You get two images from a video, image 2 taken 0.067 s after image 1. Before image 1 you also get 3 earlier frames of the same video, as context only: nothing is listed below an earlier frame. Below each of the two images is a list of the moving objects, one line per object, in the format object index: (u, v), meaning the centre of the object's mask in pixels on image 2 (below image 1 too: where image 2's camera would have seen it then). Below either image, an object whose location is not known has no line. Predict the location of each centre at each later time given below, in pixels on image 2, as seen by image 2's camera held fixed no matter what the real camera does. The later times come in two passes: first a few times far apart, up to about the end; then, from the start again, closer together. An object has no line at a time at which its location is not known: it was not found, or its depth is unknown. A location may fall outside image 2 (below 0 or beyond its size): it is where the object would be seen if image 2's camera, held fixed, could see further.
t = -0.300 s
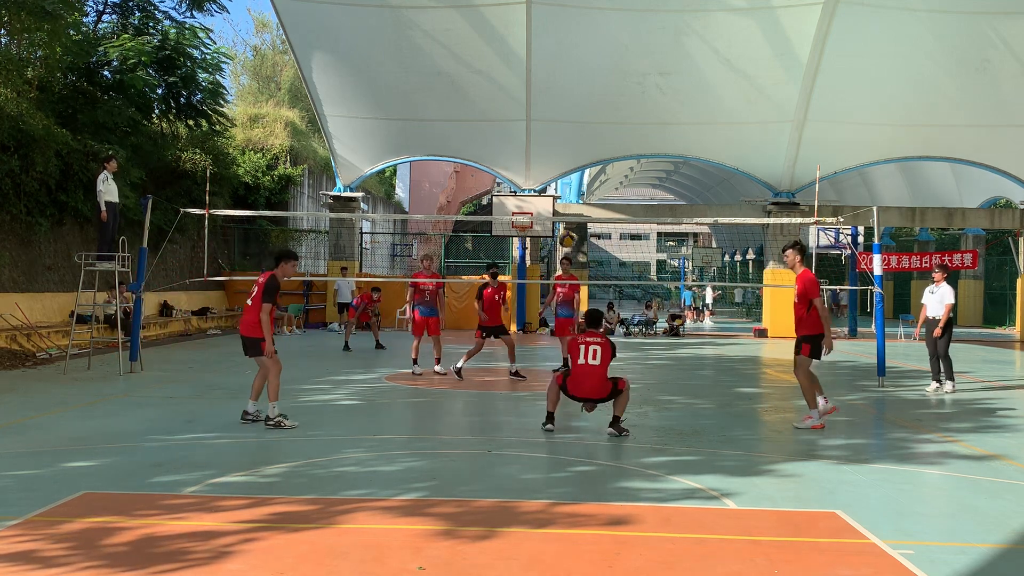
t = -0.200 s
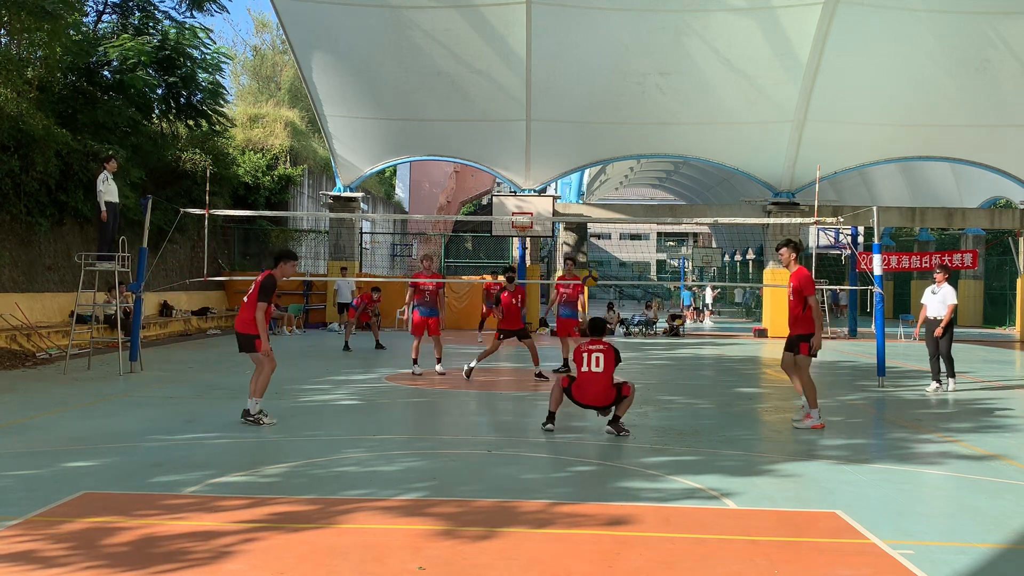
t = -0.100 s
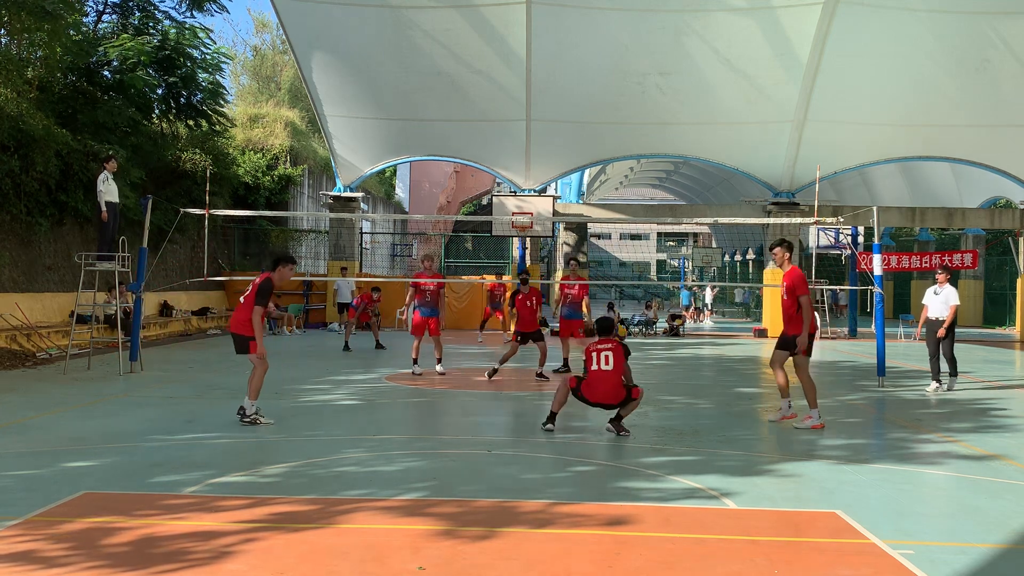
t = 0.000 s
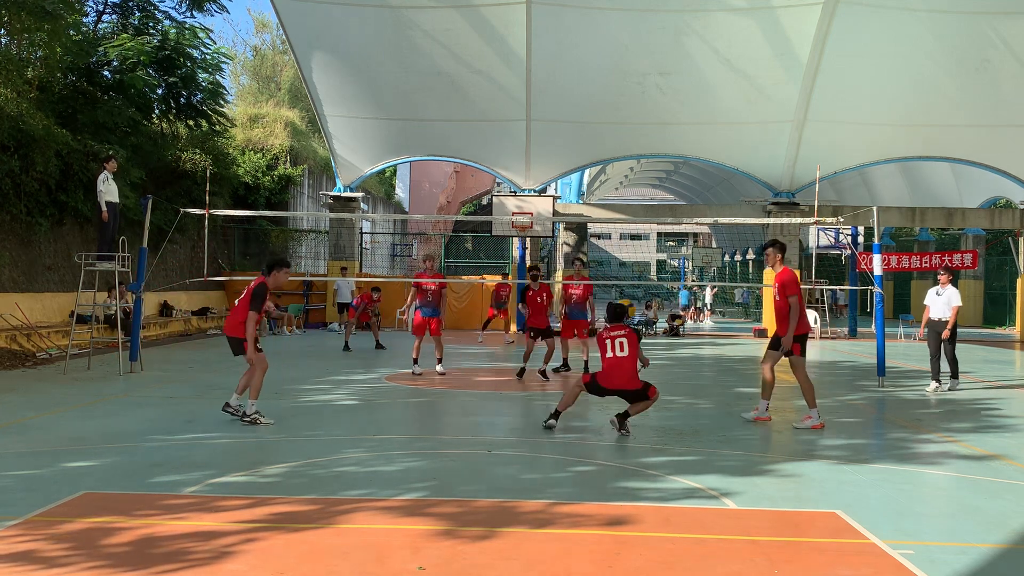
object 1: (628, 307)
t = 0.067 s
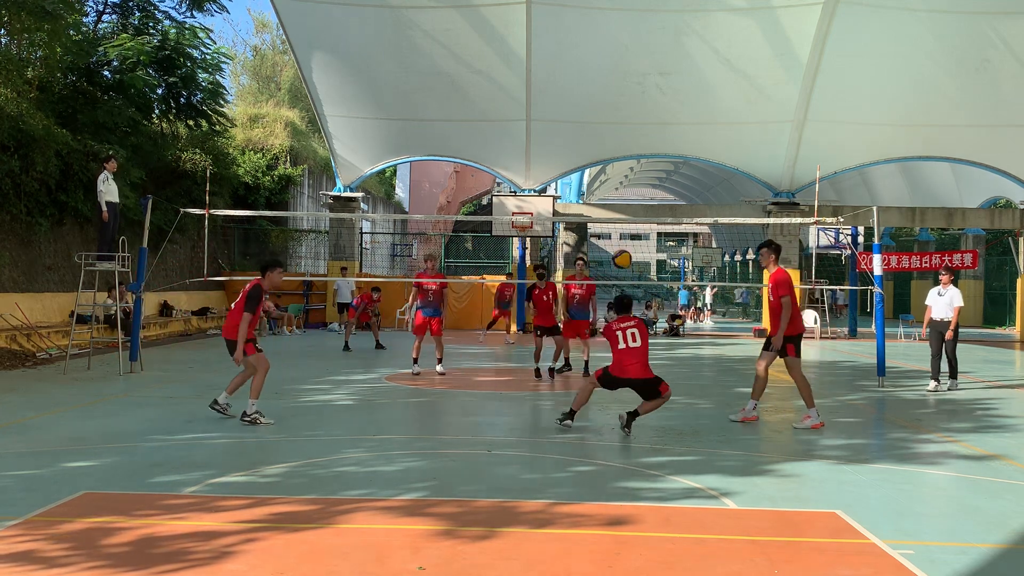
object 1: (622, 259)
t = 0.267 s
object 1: (611, 143)
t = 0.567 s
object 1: (594, 52)
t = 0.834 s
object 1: (579, 40)
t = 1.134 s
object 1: (563, 90)
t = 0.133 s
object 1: (618, 215)
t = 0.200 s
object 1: (615, 176)
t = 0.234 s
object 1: (613, 159)
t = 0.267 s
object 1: (611, 143)
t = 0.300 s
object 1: (609, 129)
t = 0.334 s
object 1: (608, 115)
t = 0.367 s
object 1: (606, 103)
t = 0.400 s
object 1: (604, 92)
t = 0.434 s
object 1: (602, 81)
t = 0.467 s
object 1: (600, 72)
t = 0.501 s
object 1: (598, 65)
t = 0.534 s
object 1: (596, 58)
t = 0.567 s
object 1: (594, 52)
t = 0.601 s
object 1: (592, 47)
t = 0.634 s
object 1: (590, 44)
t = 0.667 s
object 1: (588, 41)
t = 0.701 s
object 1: (587, 38)
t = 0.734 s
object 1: (585, 38)
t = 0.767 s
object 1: (583, 37)
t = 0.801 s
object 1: (581, 38)
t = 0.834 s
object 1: (579, 40)
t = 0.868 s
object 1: (577, 42)
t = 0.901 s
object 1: (575, 45)
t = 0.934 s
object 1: (574, 49)
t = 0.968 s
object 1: (572, 54)
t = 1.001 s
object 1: (570, 60)
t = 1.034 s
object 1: (568, 66)
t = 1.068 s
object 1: (566, 73)
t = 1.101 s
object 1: (564, 81)
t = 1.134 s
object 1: (563, 90)
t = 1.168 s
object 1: (561, 99)
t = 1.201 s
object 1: (559, 109)
